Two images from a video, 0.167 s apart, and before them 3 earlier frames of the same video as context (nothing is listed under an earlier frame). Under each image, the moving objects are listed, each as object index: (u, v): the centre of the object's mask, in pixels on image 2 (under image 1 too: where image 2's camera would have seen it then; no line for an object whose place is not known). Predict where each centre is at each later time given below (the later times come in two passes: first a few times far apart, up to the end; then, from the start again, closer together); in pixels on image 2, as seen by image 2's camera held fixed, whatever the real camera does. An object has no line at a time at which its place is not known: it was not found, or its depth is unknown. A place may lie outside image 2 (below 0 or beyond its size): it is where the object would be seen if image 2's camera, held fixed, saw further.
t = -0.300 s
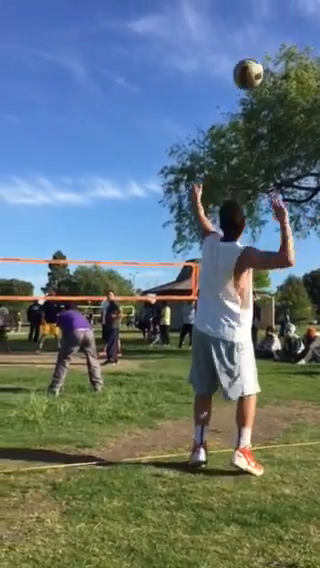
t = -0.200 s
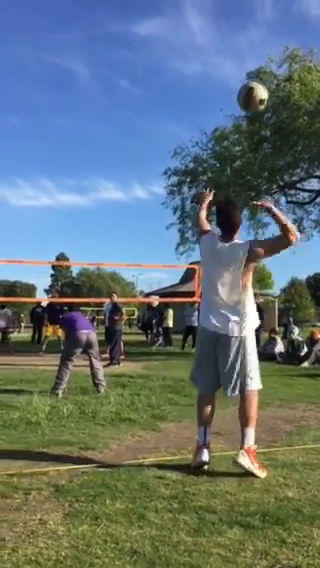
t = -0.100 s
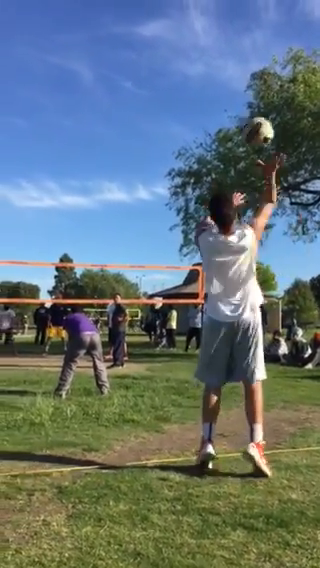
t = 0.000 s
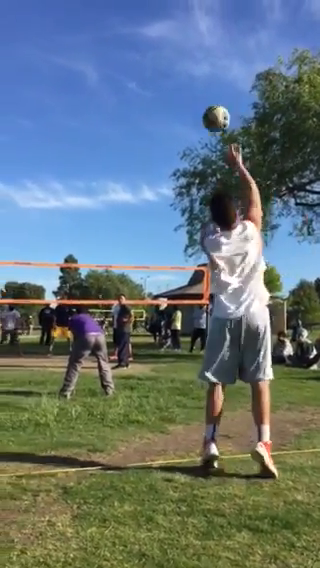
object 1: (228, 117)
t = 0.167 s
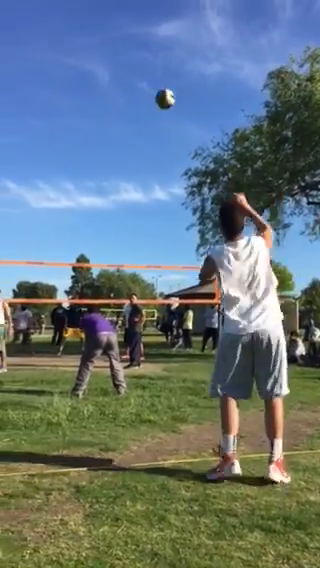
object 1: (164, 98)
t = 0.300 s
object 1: (135, 103)
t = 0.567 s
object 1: (101, 136)
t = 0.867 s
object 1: (79, 191)
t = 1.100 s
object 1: (67, 242)
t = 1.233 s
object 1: (61, 273)
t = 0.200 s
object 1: (156, 98)
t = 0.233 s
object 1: (148, 99)
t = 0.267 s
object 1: (141, 101)
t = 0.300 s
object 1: (135, 103)
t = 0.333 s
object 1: (129, 106)
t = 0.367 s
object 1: (124, 109)
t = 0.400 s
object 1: (119, 113)
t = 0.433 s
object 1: (115, 117)
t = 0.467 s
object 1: (111, 121)
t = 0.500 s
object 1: (107, 126)
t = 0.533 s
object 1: (104, 131)
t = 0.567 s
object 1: (101, 136)
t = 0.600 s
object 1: (98, 142)
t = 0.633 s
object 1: (95, 147)
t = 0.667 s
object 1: (92, 153)
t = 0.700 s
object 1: (89, 159)
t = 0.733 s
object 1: (87, 165)
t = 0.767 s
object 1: (85, 171)
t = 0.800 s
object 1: (83, 178)
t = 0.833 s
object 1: (80, 184)
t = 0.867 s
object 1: (79, 191)
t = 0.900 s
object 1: (77, 198)
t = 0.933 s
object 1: (74, 205)
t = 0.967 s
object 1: (72, 212)
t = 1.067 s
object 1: (68, 234)
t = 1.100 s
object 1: (67, 242)
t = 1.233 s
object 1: (61, 273)
